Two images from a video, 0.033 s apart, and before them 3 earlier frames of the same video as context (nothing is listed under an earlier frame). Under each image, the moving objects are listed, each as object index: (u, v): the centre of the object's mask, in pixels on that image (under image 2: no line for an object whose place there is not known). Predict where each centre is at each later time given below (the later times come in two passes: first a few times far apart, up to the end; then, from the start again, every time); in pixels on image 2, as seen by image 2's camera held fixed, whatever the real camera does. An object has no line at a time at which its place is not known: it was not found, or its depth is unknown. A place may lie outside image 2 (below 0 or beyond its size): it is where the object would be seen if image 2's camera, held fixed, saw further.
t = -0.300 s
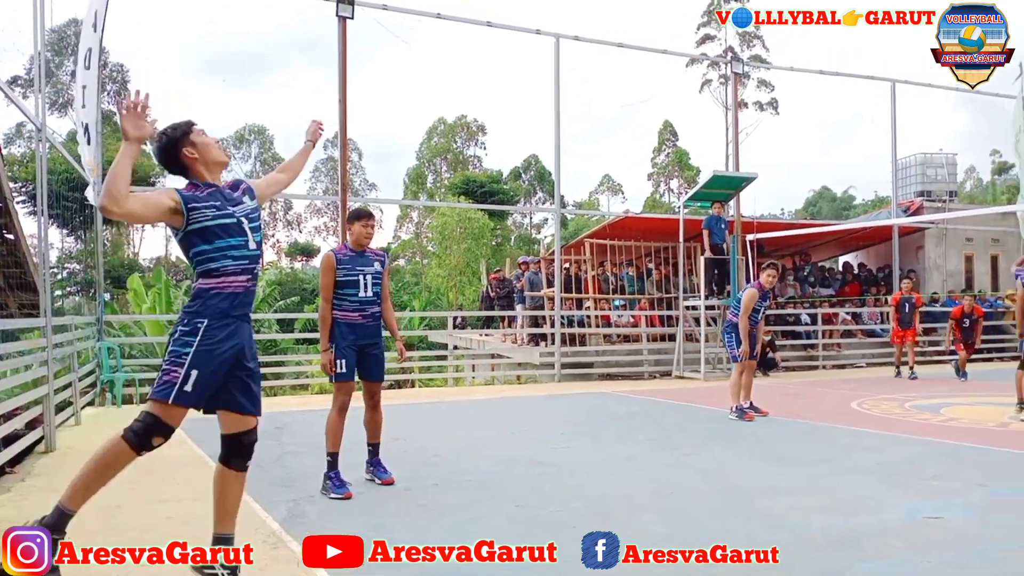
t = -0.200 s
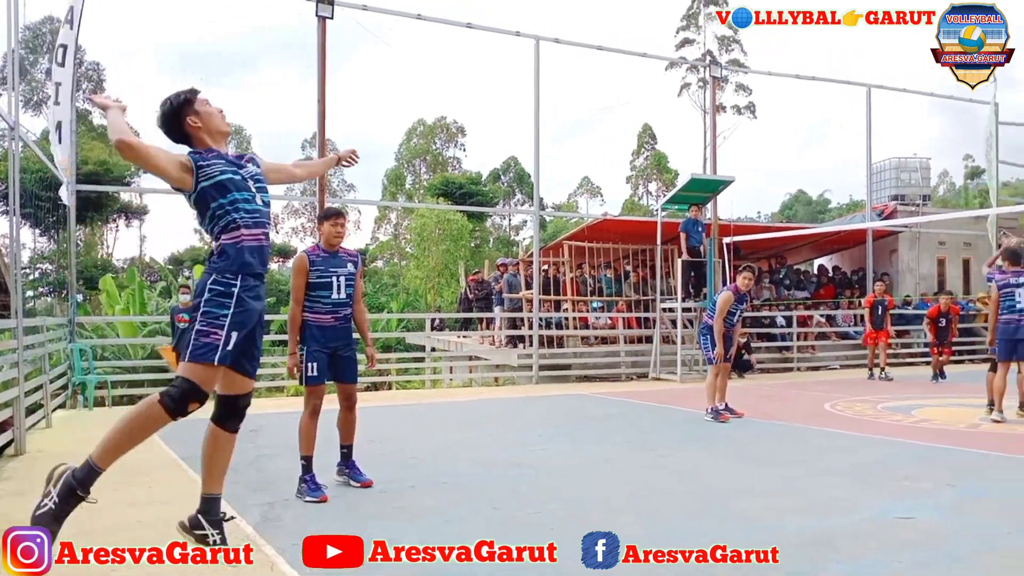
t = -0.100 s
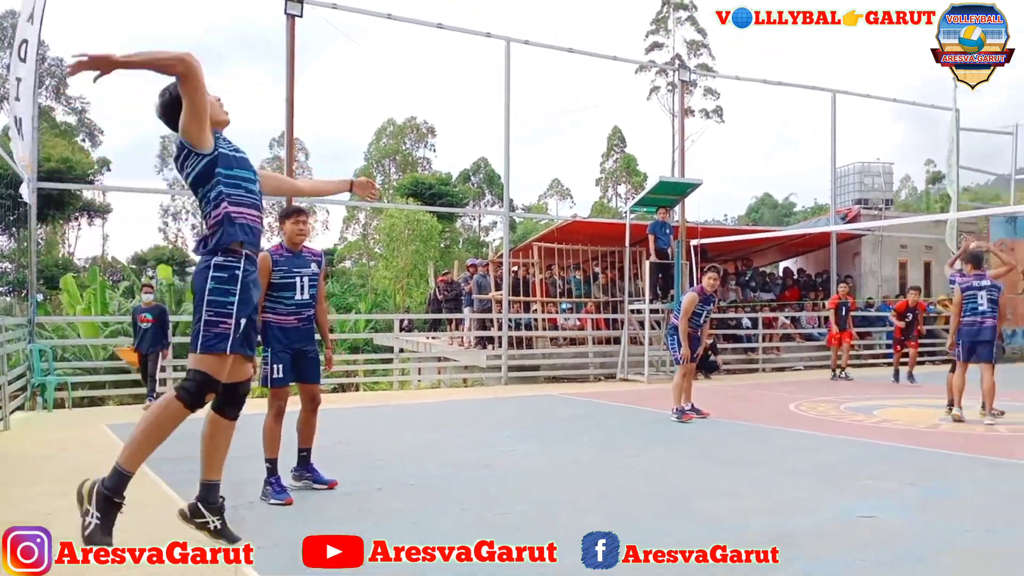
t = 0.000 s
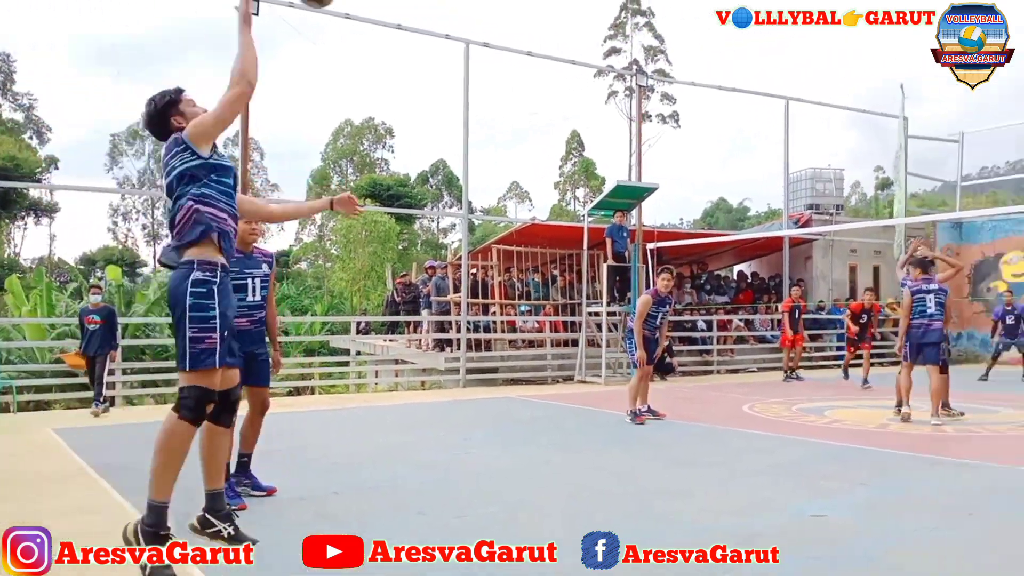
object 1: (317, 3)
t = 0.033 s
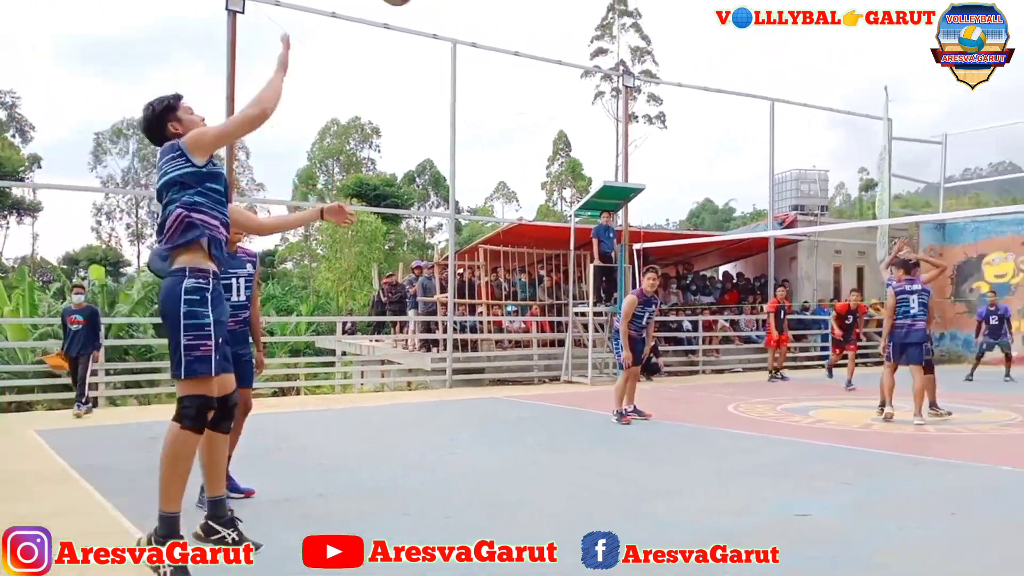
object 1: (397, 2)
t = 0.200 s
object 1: (713, 5)
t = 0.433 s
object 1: (954, 61)
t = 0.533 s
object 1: (1020, 88)
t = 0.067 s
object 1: (478, 2)
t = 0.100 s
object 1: (547, 2)
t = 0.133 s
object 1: (609, 3)
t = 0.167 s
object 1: (664, 2)
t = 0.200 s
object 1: (713, 5)
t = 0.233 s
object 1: (758, 12)
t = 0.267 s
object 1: (799, 19)
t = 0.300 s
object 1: (835, 27)
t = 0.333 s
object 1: (869, 35)
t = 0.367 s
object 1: (900, 43)
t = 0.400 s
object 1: (929, 52)
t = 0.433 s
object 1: (954, 61)
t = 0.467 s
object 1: (978, 70)
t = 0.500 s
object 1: (1000, 79)
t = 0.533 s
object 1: (1020, 88)
